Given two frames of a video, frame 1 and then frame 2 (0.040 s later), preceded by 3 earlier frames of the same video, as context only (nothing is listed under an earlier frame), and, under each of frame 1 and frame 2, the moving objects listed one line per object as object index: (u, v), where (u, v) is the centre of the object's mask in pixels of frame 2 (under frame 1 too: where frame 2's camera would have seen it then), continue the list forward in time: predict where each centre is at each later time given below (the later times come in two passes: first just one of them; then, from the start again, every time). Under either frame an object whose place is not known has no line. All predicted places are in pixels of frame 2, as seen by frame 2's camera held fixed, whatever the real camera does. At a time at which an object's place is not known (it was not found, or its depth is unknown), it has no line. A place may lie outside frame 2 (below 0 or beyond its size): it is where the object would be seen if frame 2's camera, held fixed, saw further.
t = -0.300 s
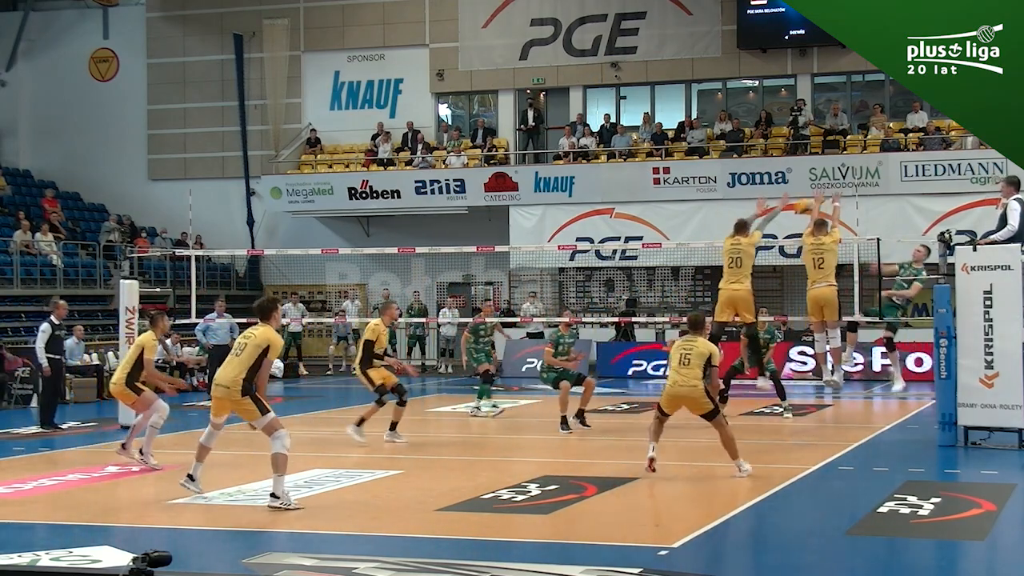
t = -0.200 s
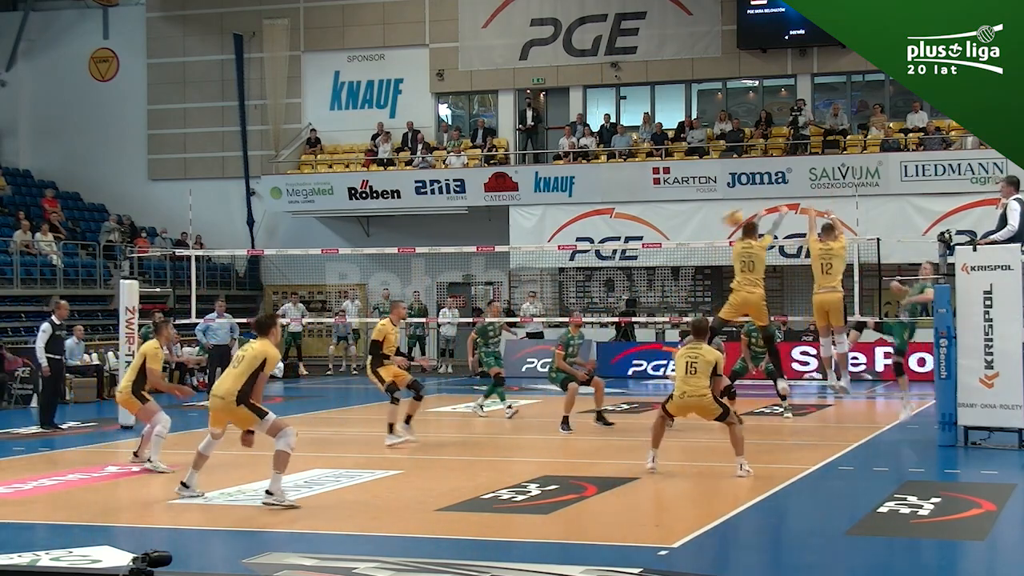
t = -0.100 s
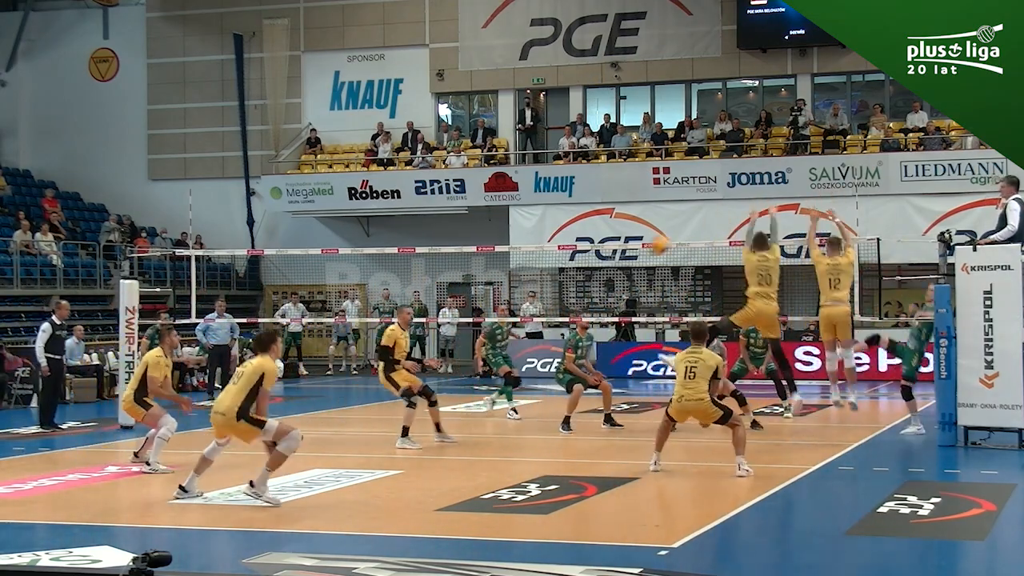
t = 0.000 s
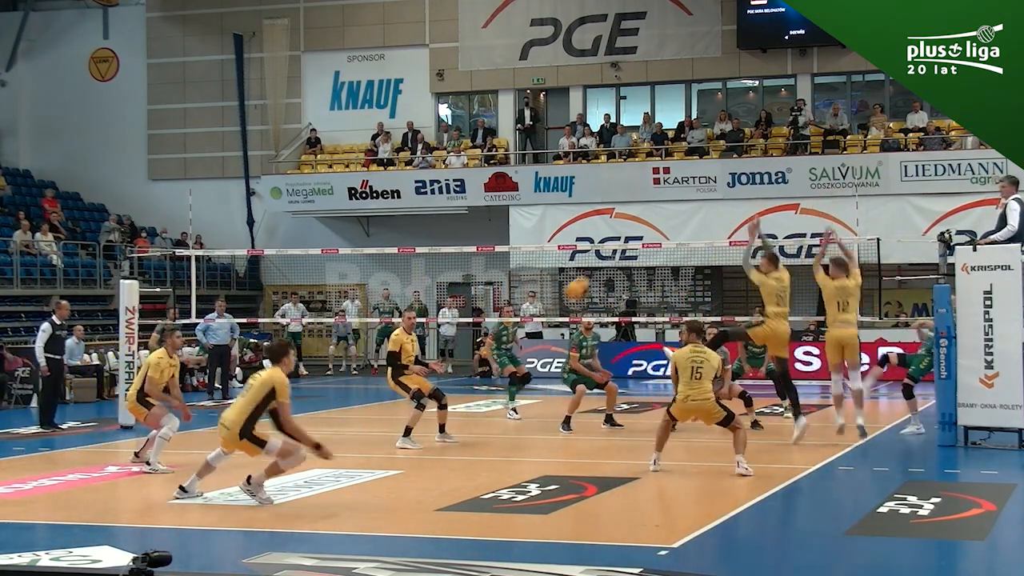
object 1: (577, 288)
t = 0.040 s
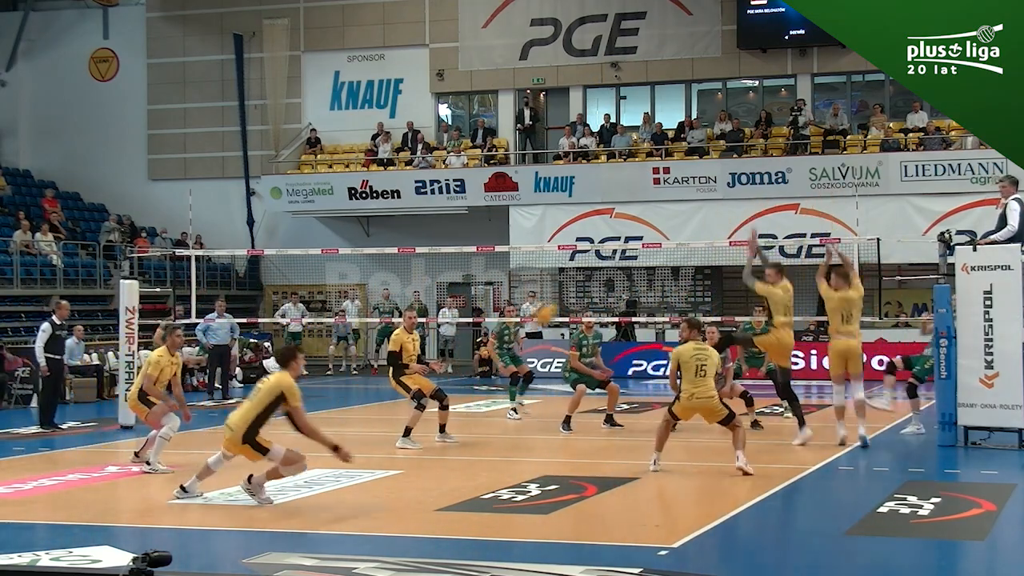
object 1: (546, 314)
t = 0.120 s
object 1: (469, 371)
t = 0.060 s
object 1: (523, 329)
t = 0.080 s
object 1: (506, 342)
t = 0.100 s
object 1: (488, 357)
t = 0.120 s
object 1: (469, 371)
